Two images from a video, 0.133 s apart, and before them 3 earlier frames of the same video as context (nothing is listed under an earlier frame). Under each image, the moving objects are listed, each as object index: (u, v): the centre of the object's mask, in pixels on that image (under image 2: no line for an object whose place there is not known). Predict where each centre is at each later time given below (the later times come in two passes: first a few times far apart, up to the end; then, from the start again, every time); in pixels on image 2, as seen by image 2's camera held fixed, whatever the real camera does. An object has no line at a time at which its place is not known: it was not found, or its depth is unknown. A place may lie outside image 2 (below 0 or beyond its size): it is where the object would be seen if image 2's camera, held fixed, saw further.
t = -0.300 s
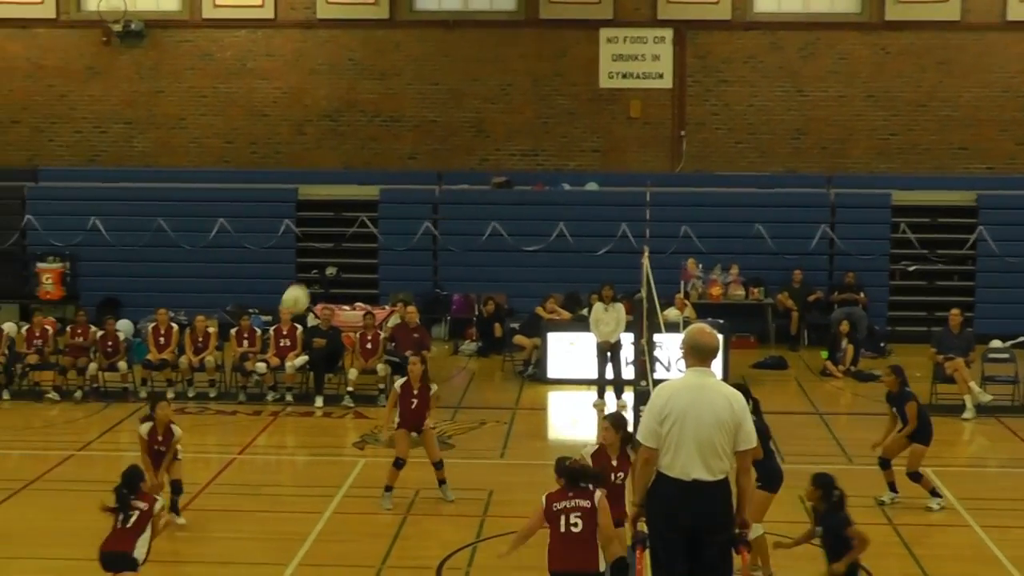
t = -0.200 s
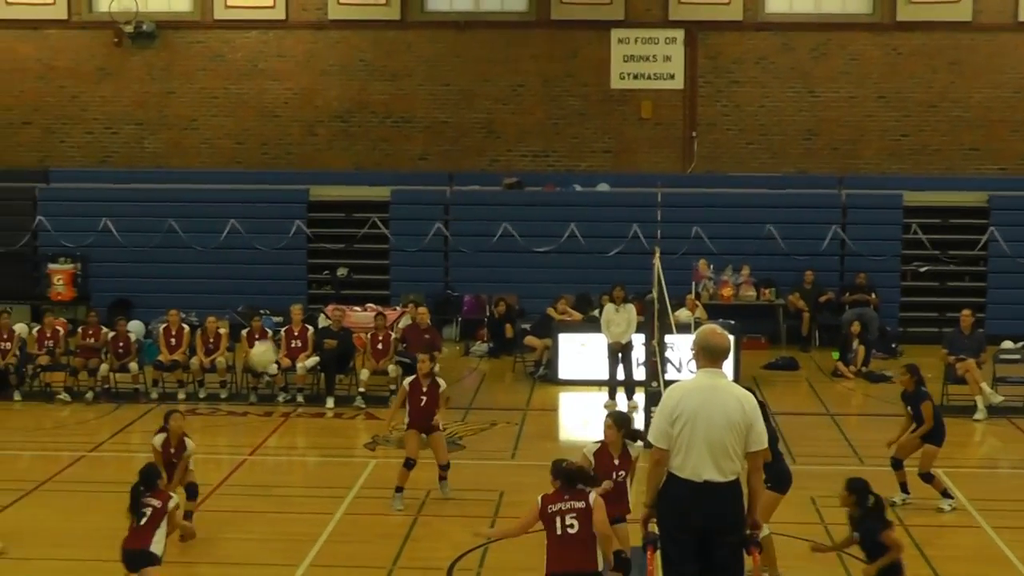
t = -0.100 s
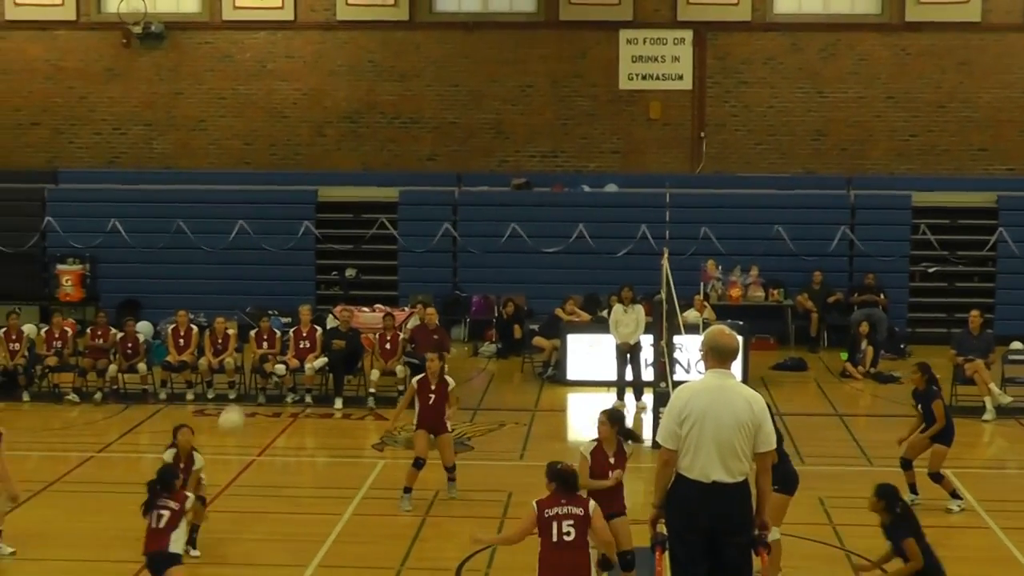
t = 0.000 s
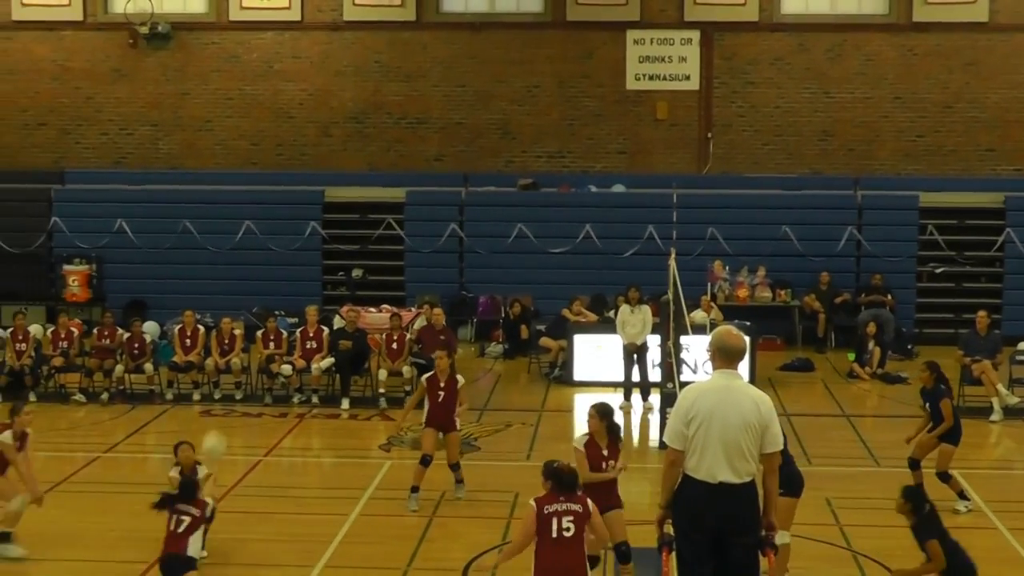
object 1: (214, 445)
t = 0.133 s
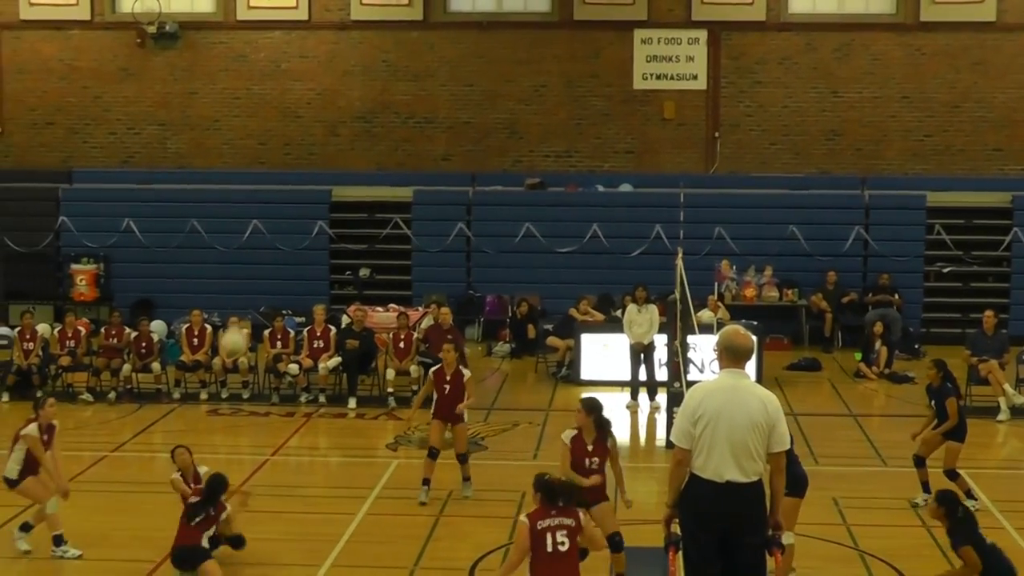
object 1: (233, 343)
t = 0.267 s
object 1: (246, 260)
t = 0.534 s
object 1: (273, 160)
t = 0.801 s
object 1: (299, 143)
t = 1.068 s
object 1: (325, 205)
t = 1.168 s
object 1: (334, 248)
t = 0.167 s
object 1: (237, 319)
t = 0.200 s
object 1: (240, 297)
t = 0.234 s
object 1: (243, 279)
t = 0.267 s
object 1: (246, 260)
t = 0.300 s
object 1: (250, 243)
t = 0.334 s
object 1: (253, 227)
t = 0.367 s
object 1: (256, 212)
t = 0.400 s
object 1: (260, 199)
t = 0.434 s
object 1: (263, 187)
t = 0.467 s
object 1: (266, 177)
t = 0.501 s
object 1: (270, 168)
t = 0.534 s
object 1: (273, 160)
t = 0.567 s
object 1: (276, 153)
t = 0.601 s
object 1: (280, 148)
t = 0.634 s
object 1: (283, 144)
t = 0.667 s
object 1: (286, 142)
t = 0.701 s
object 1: (289, 140)
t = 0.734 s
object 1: (293, 140)
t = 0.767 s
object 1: (296, 141)
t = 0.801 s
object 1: (299, 143)
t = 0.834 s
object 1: (302, 147)
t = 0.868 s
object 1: (305, 151)
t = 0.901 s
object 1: (309, 157)
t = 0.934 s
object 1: (312, 164)
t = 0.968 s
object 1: (315, 172)
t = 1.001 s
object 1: (318, 182)
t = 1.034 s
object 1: (321, 193)
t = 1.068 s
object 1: (325, 205)
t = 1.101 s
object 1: (328, 218)
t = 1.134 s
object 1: (331, 232)
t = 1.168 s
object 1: (334, 248)
